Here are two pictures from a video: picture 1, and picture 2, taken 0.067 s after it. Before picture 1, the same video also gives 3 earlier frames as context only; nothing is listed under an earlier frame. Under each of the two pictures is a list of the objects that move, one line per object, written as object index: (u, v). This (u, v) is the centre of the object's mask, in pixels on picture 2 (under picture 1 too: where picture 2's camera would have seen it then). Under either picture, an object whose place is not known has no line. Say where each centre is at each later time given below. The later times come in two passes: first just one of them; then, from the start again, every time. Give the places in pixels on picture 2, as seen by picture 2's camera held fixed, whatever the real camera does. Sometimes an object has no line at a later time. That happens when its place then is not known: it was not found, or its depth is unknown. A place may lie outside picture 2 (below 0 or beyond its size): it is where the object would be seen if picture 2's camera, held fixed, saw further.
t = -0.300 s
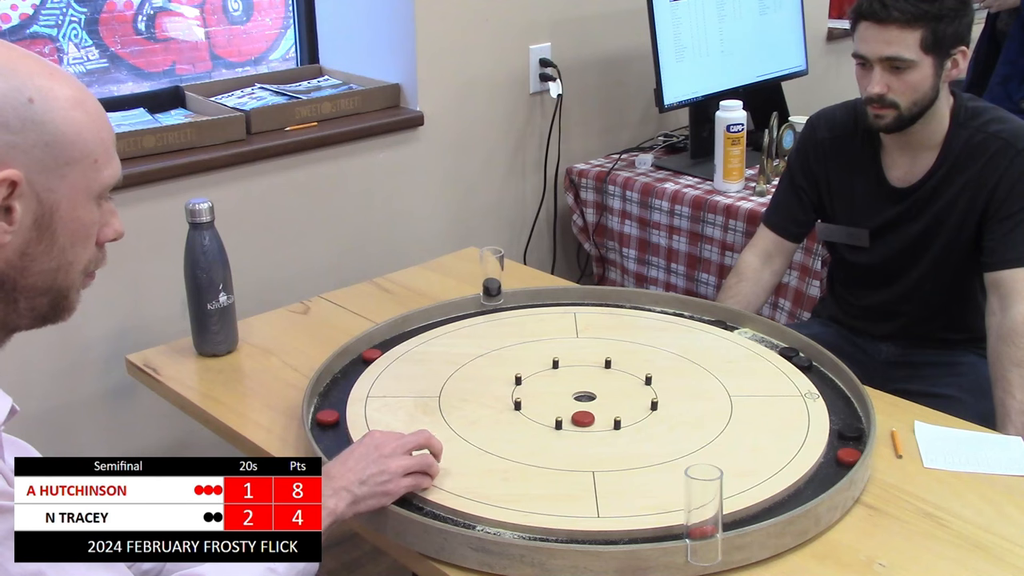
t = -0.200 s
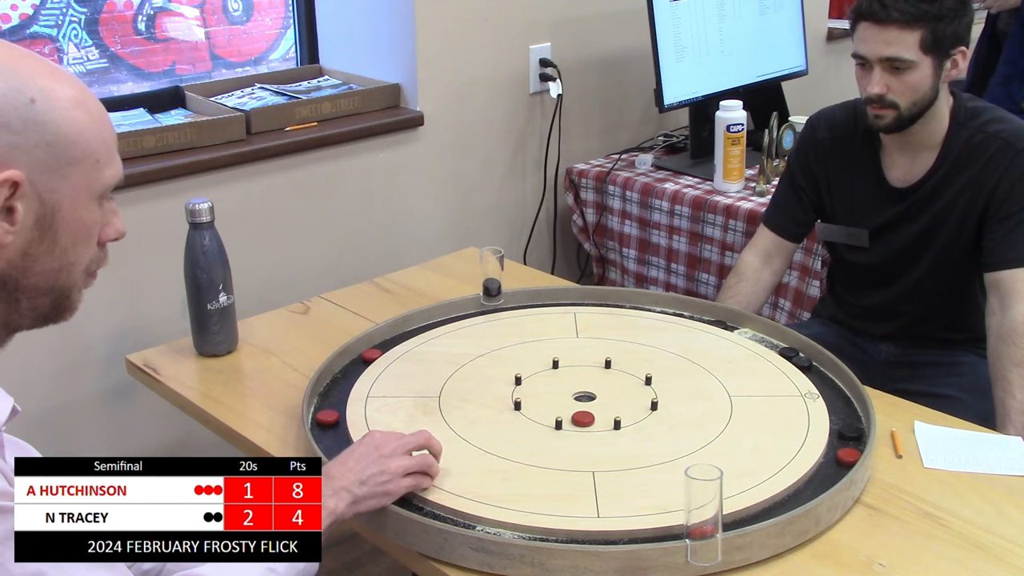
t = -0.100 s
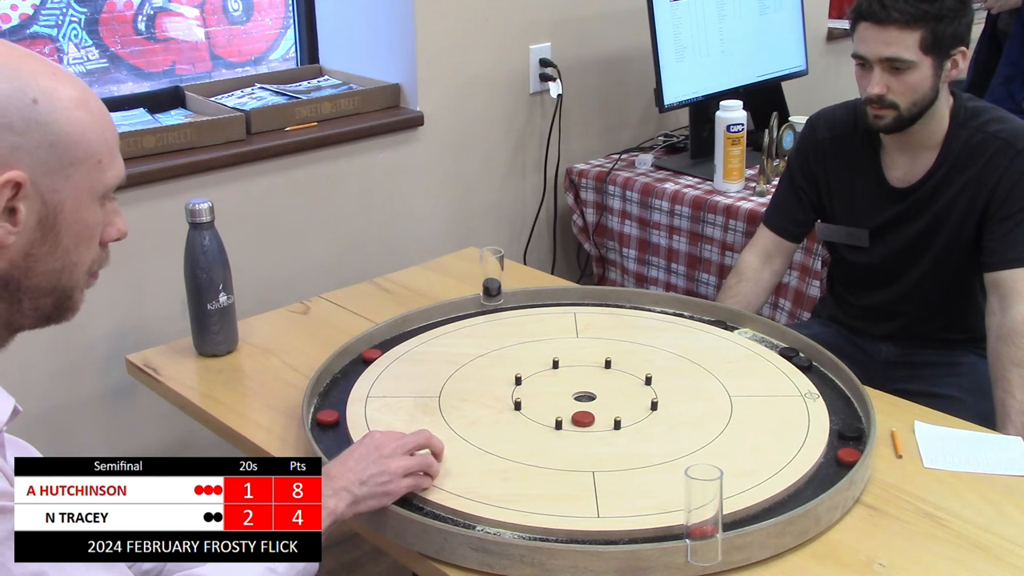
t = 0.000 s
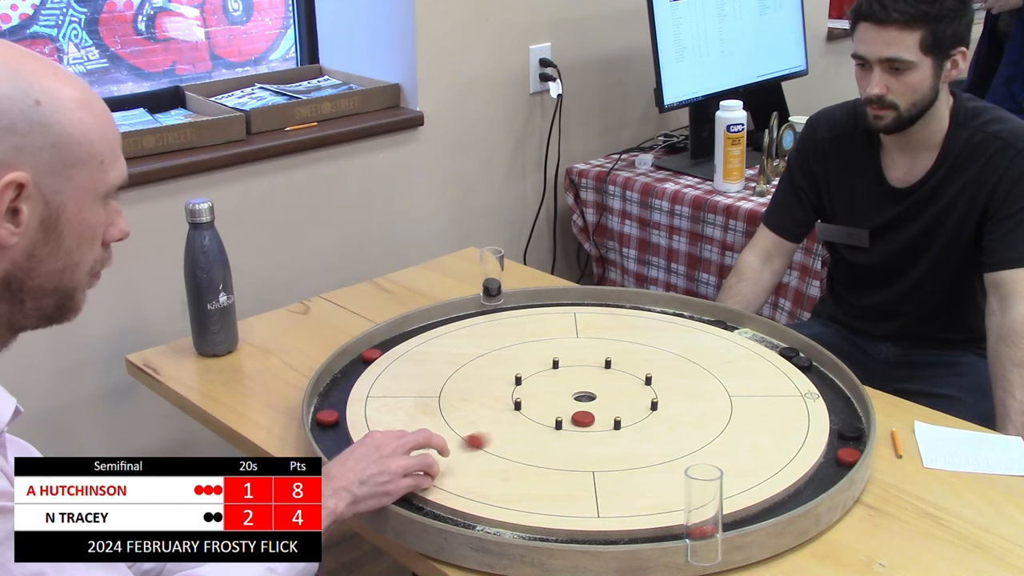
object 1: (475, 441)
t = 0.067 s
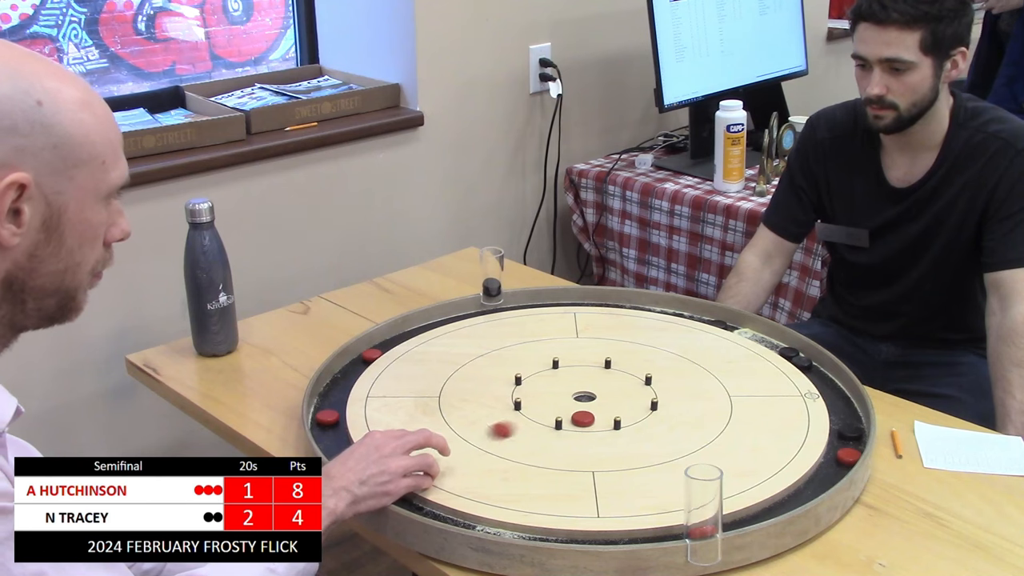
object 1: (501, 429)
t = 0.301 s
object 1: (567, 399)
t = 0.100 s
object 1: (513, 423)
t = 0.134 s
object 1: (526, 418)
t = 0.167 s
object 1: (537, 412)
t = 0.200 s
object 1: (545, 406)
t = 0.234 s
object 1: (552, 403)
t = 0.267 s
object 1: (557, 400)
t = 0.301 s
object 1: (567, 399)
